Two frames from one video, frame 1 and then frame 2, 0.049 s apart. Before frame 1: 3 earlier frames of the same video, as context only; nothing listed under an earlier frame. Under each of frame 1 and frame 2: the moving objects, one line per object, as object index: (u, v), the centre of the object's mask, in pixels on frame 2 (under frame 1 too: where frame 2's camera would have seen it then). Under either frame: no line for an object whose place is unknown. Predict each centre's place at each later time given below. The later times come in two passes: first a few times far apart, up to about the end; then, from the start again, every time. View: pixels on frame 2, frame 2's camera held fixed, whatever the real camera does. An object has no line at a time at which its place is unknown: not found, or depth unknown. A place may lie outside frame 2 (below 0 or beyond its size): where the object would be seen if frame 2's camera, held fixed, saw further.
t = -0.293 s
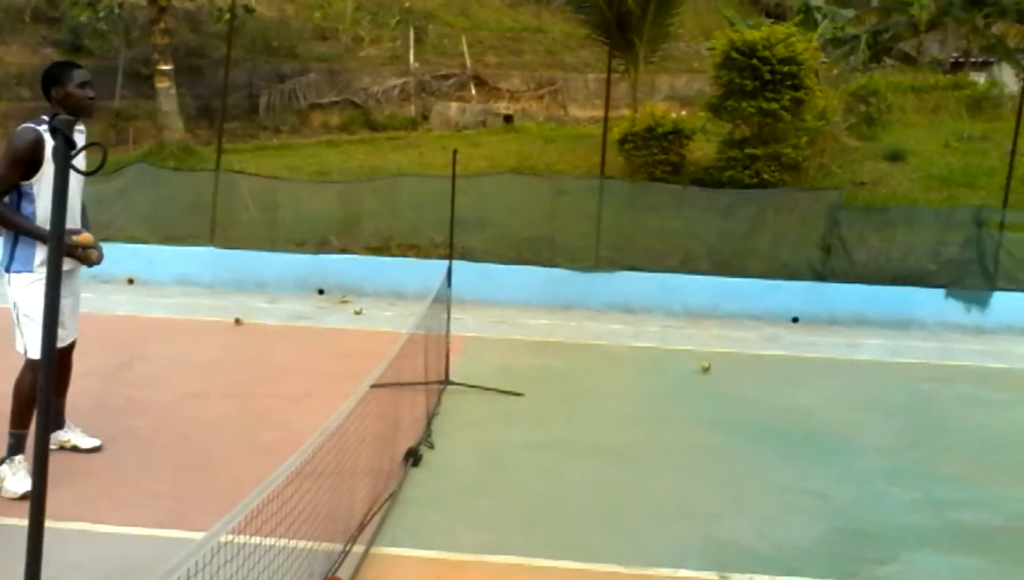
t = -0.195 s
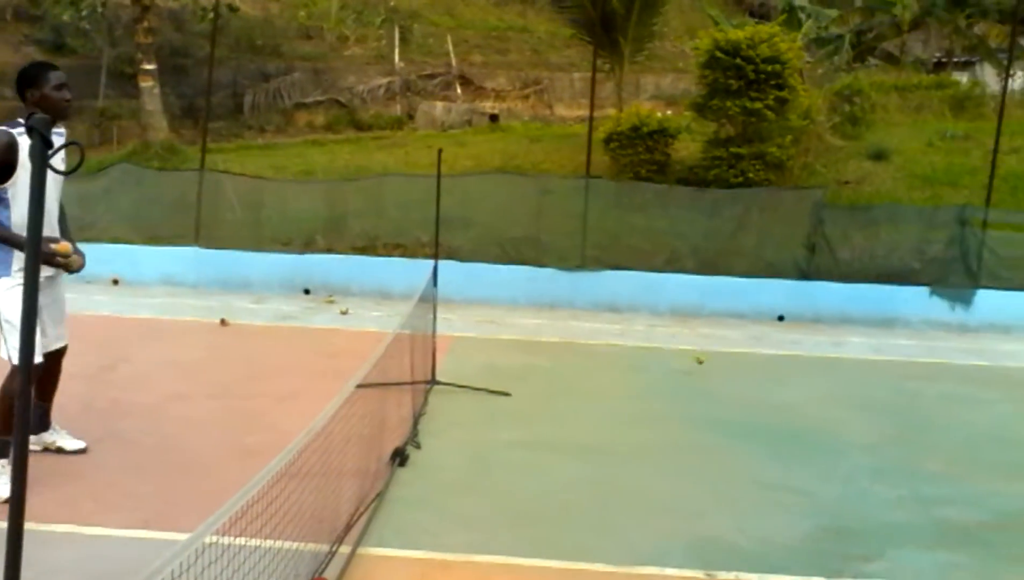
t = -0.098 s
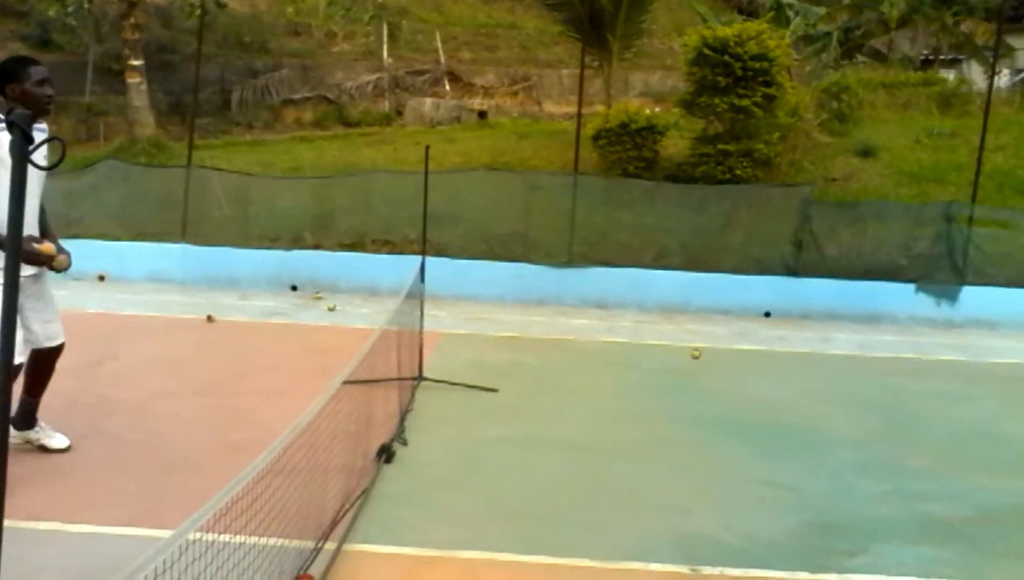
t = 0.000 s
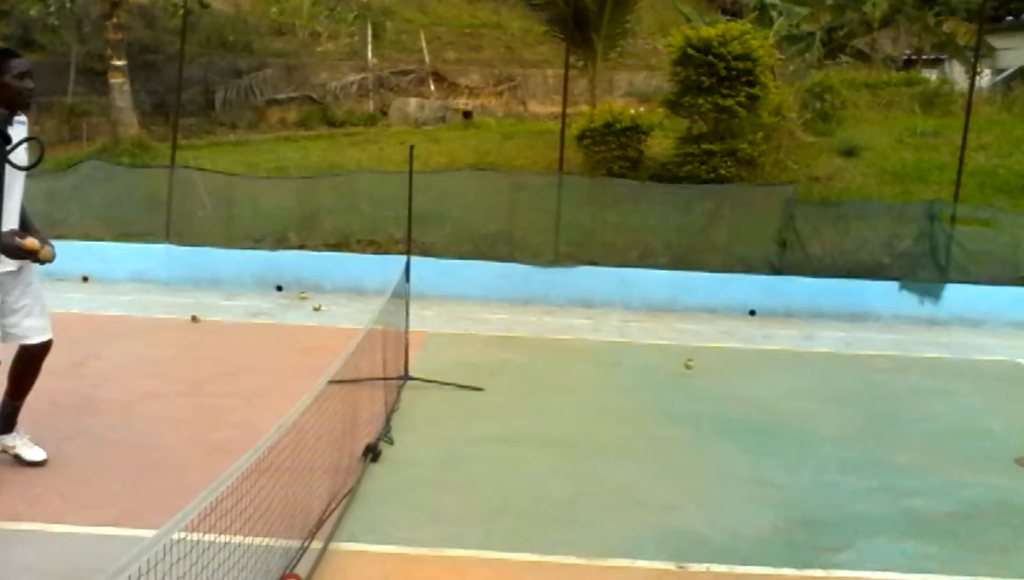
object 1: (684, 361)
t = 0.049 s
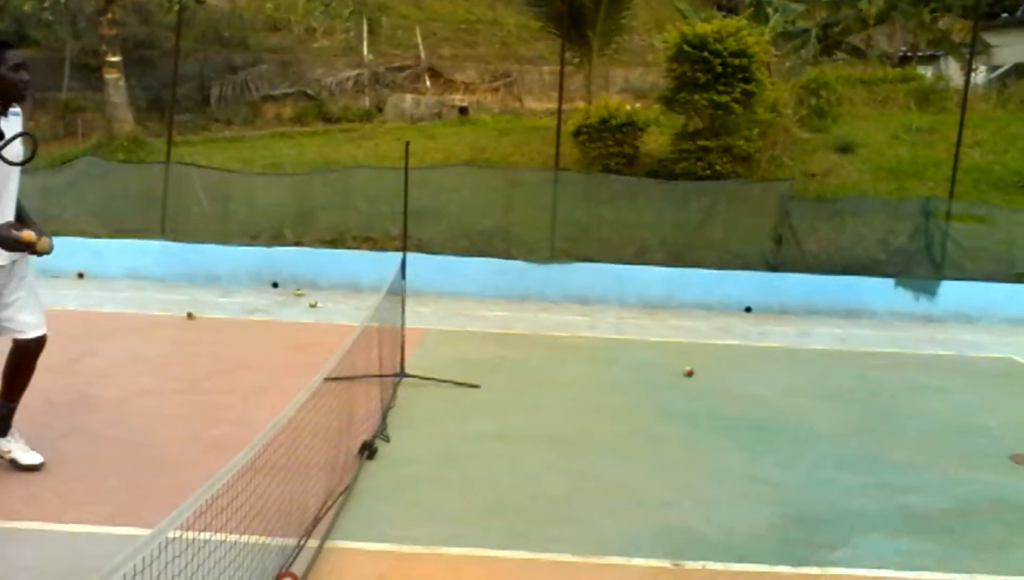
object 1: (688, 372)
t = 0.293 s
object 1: (707, 378)
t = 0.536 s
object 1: (727, 389)
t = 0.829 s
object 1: (751, 396)
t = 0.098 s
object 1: (693, 367)
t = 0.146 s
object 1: (696, 365)
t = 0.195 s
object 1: (699, 365)
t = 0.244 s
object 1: (704, 369)
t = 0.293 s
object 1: (707, 378)
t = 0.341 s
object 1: (711, 381)
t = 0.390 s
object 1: (715, 377)
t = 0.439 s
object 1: (719, 377)
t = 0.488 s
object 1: (723, 381)
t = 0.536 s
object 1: (727, 389)
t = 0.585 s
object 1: (732, 388)
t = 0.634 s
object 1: (735, 386)
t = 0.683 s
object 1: (739, 390)
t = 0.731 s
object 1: (742, 396)
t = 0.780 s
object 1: (747, 397)
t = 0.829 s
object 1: (751, 396)
